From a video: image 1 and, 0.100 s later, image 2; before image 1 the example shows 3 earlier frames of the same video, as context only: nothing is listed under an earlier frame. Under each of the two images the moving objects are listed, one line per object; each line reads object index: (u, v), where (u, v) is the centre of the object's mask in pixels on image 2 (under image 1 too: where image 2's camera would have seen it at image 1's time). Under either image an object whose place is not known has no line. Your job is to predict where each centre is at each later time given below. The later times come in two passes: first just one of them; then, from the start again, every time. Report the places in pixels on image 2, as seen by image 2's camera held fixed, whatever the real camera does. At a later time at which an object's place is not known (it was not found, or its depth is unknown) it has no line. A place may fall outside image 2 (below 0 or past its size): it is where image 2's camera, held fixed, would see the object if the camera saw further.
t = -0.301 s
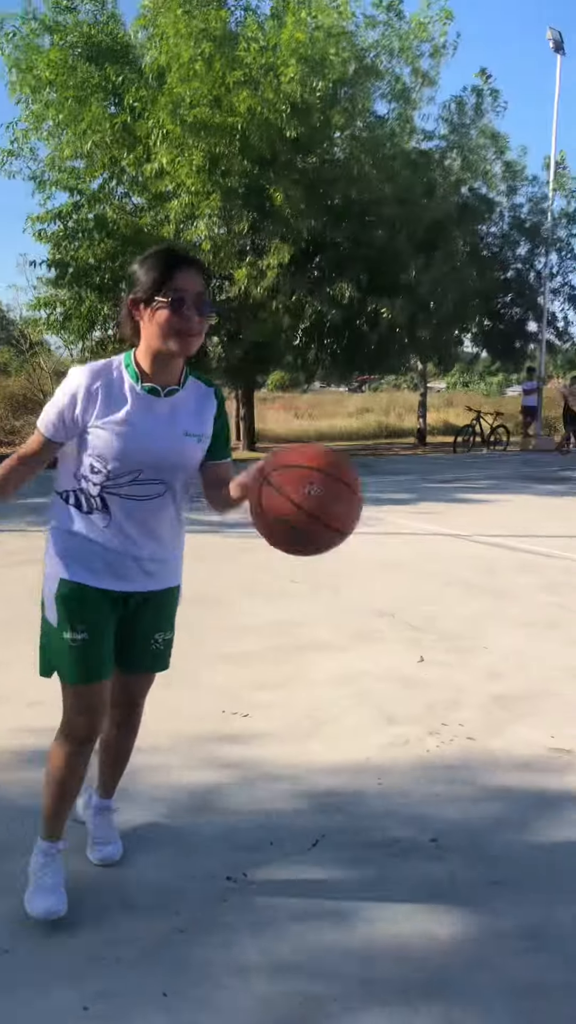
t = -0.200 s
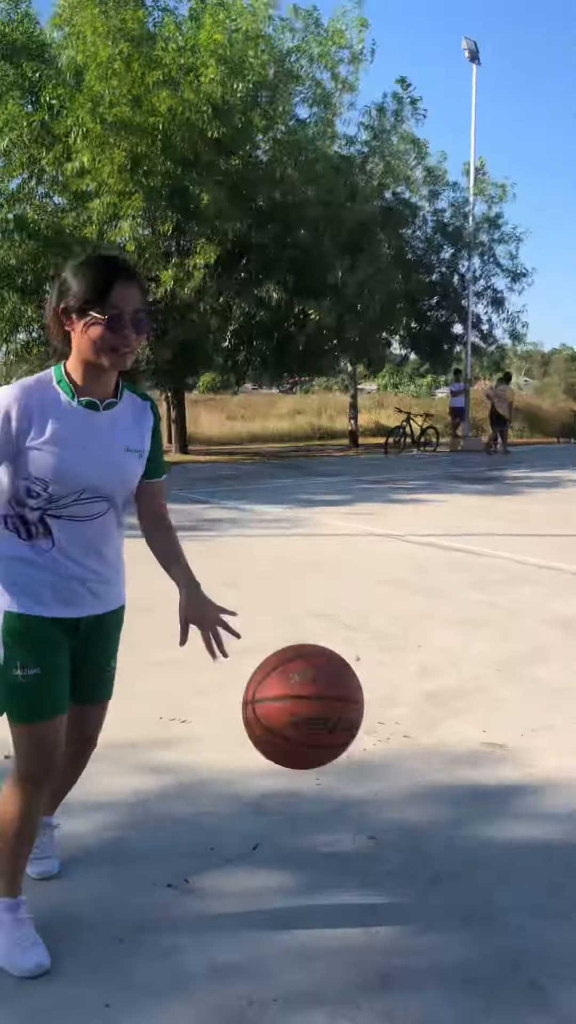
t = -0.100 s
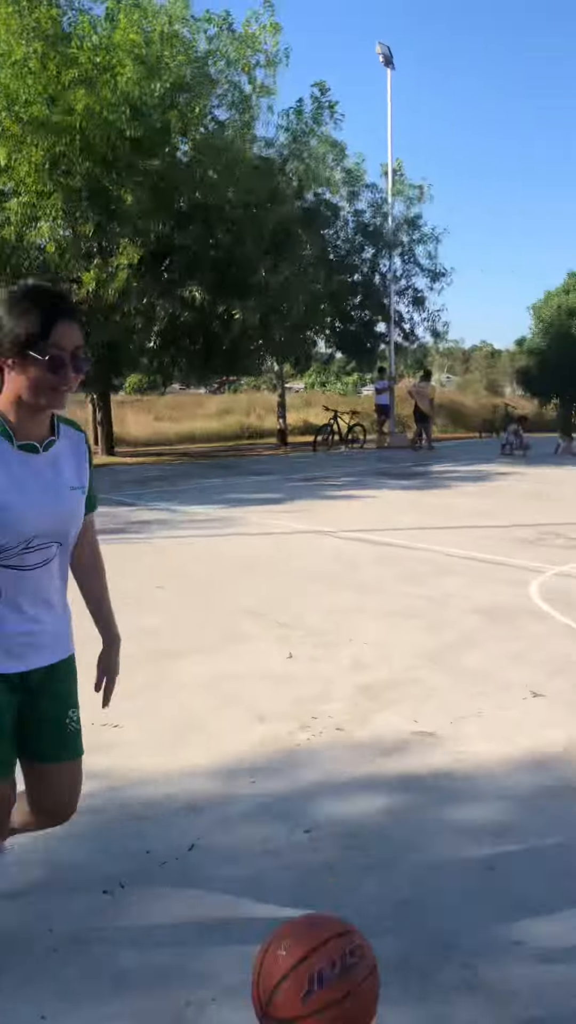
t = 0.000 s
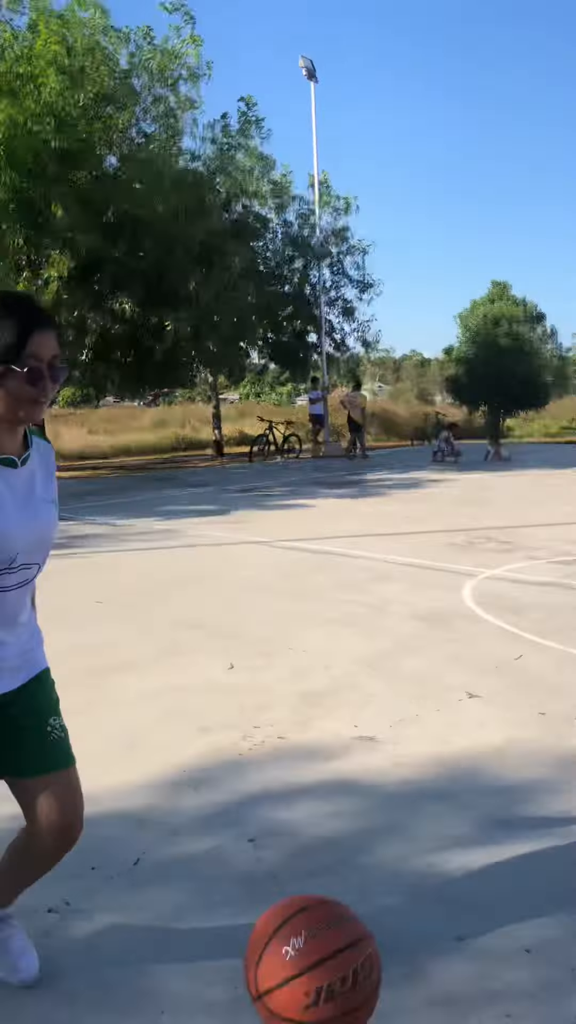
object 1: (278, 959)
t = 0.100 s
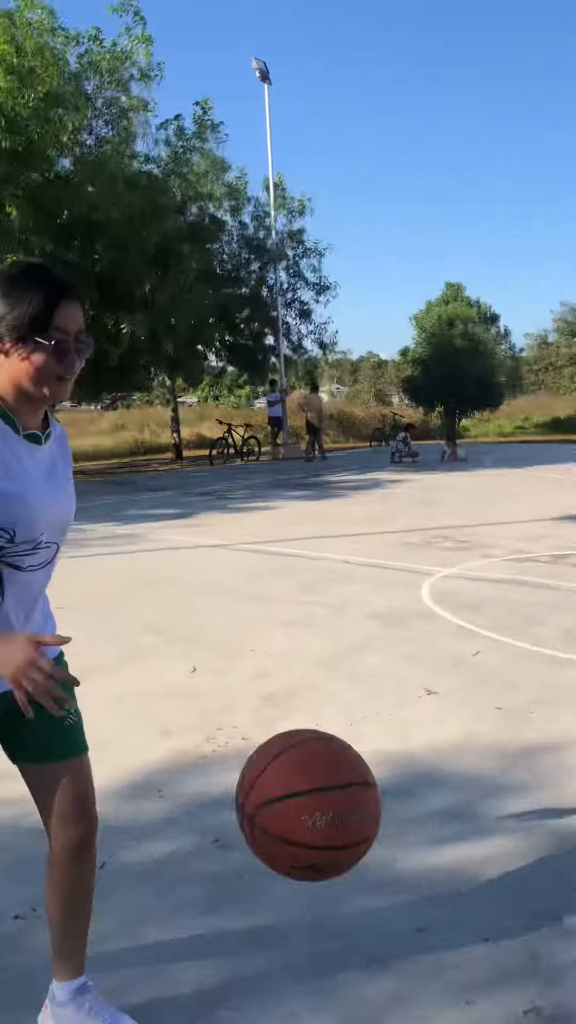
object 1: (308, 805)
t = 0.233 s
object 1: (356, 643)
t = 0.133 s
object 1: (319, 758)
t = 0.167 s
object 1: (331, 714)
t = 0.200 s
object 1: (343, 676)
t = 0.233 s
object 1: (356, 643)
